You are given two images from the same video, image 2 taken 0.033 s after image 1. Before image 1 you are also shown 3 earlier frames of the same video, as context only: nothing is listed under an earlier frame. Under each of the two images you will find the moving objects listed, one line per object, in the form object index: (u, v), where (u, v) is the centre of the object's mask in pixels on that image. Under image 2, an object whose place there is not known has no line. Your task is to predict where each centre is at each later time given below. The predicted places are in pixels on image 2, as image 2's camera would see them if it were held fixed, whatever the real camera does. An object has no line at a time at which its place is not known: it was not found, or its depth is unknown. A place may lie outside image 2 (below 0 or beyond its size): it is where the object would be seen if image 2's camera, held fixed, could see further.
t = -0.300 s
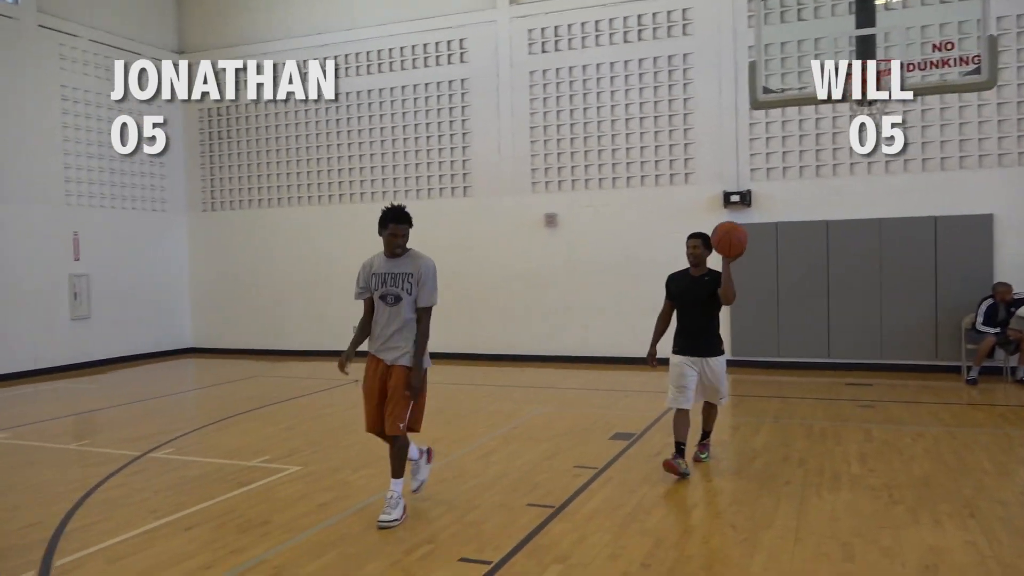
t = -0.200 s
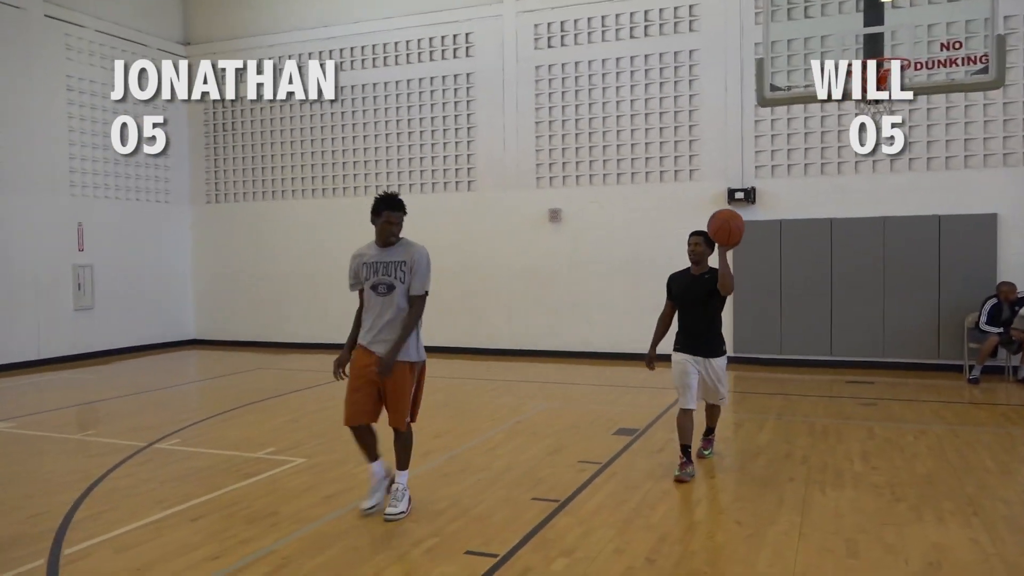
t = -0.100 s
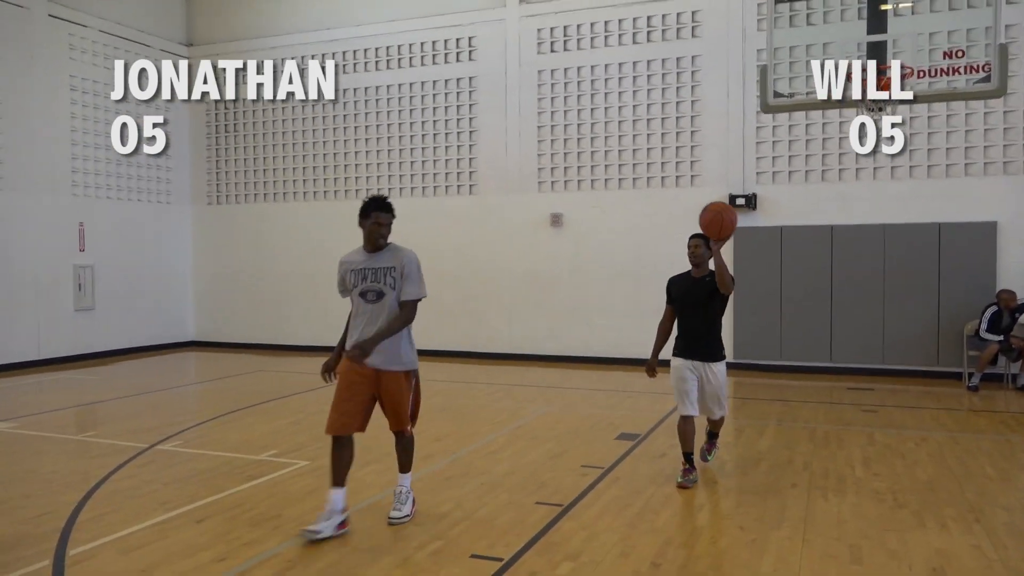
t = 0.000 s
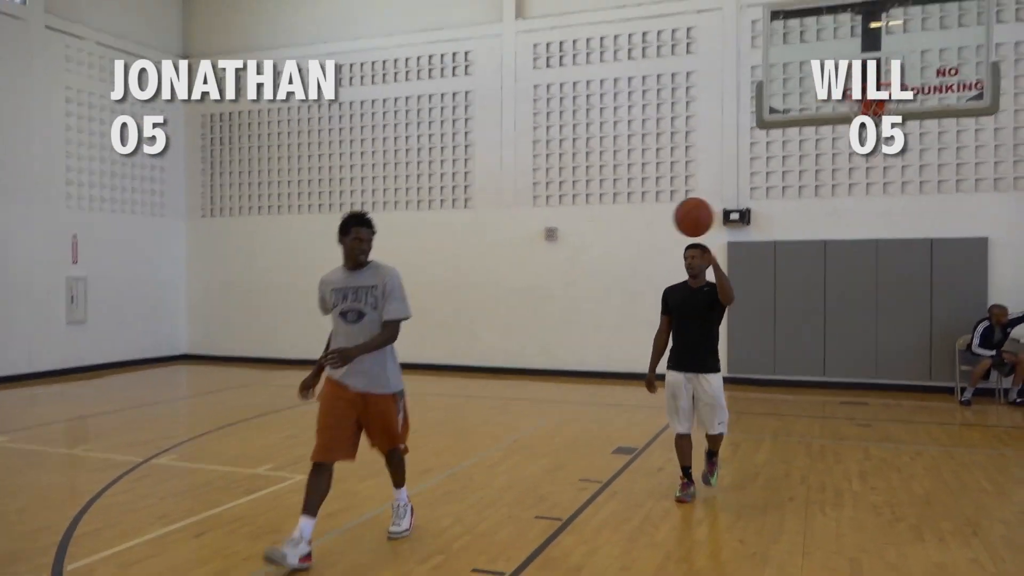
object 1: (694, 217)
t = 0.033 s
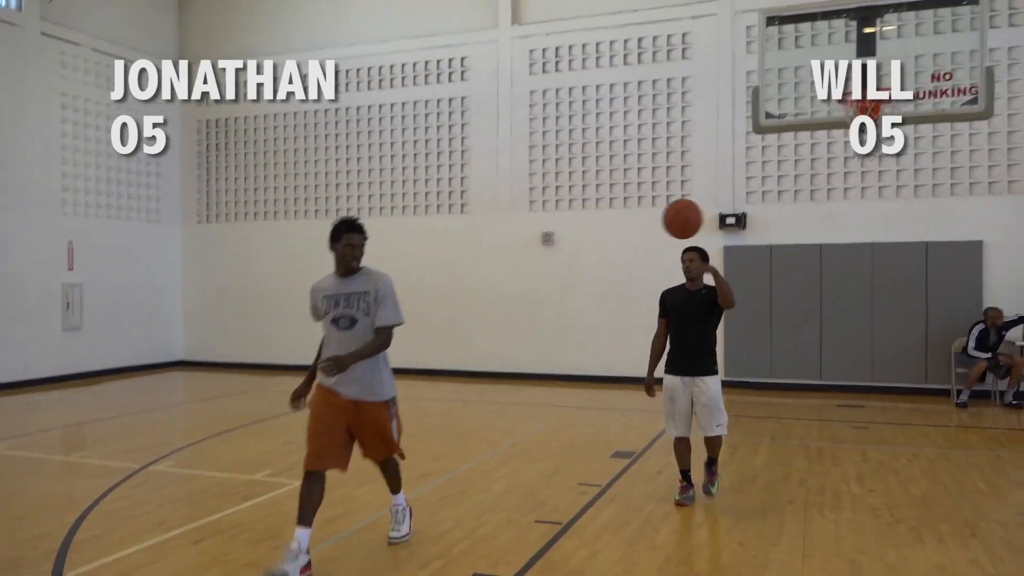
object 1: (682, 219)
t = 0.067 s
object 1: (674, 218)
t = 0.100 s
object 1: (664, 220)
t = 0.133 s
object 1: (655, 222)
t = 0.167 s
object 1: (645, 228)
